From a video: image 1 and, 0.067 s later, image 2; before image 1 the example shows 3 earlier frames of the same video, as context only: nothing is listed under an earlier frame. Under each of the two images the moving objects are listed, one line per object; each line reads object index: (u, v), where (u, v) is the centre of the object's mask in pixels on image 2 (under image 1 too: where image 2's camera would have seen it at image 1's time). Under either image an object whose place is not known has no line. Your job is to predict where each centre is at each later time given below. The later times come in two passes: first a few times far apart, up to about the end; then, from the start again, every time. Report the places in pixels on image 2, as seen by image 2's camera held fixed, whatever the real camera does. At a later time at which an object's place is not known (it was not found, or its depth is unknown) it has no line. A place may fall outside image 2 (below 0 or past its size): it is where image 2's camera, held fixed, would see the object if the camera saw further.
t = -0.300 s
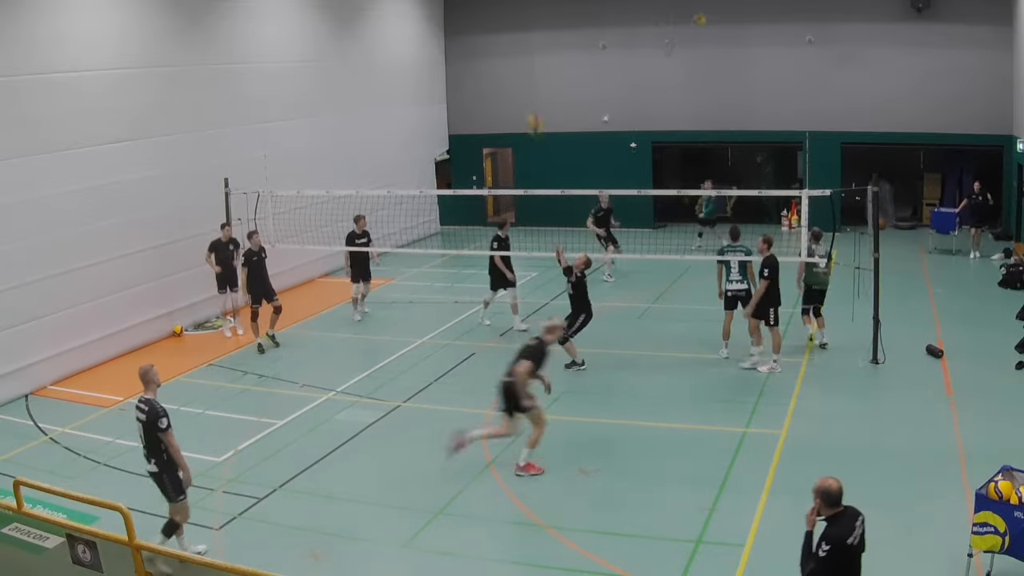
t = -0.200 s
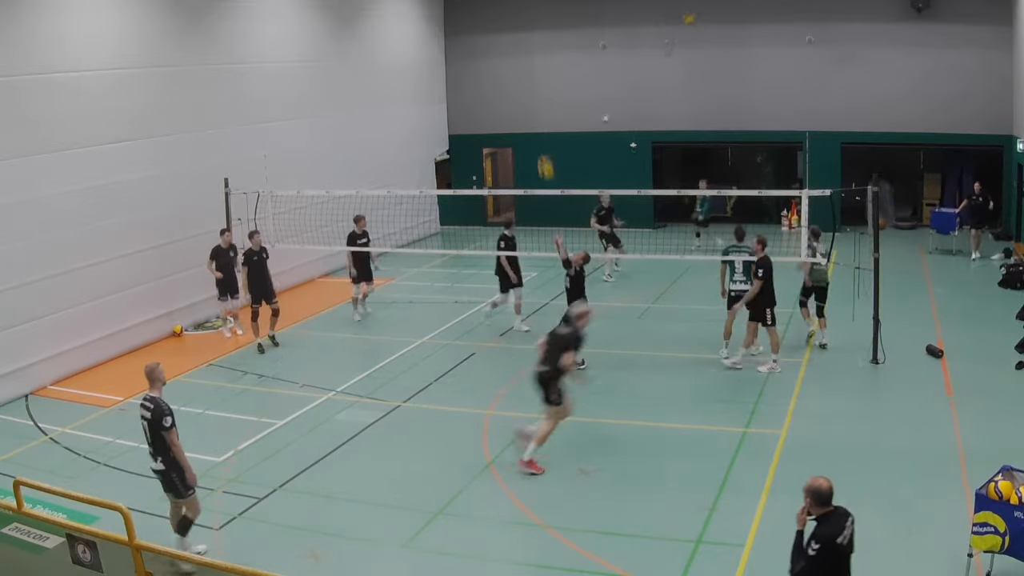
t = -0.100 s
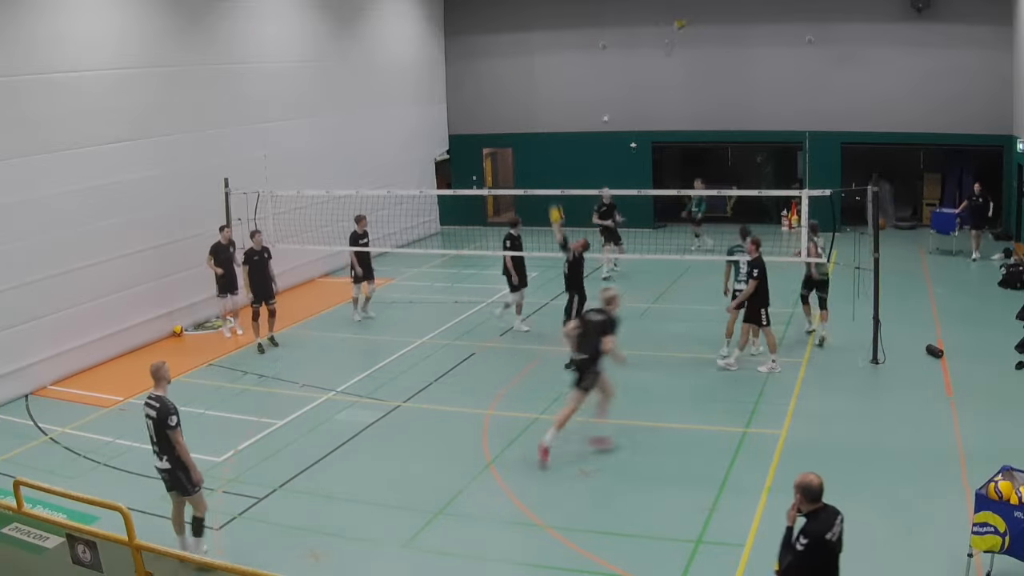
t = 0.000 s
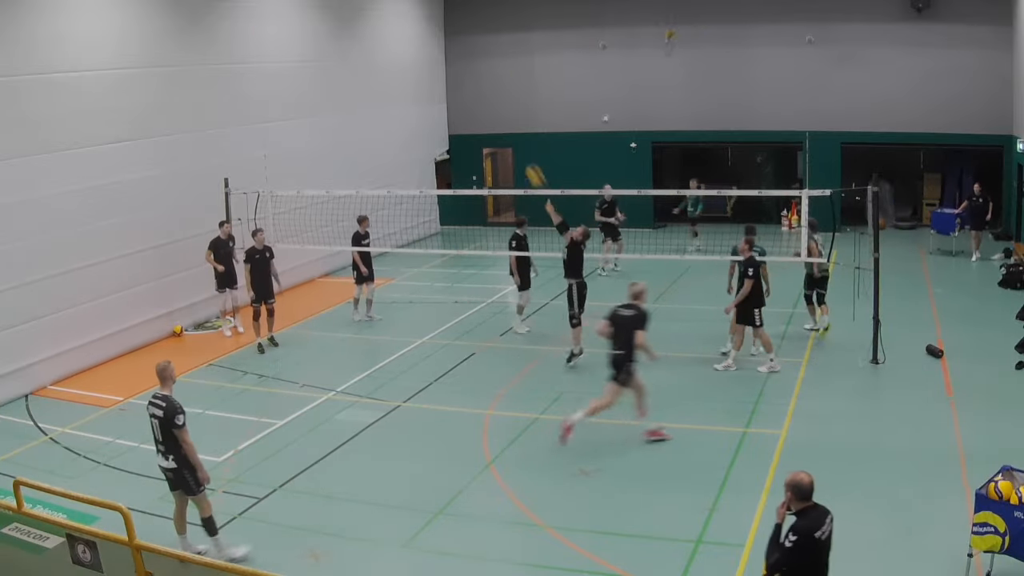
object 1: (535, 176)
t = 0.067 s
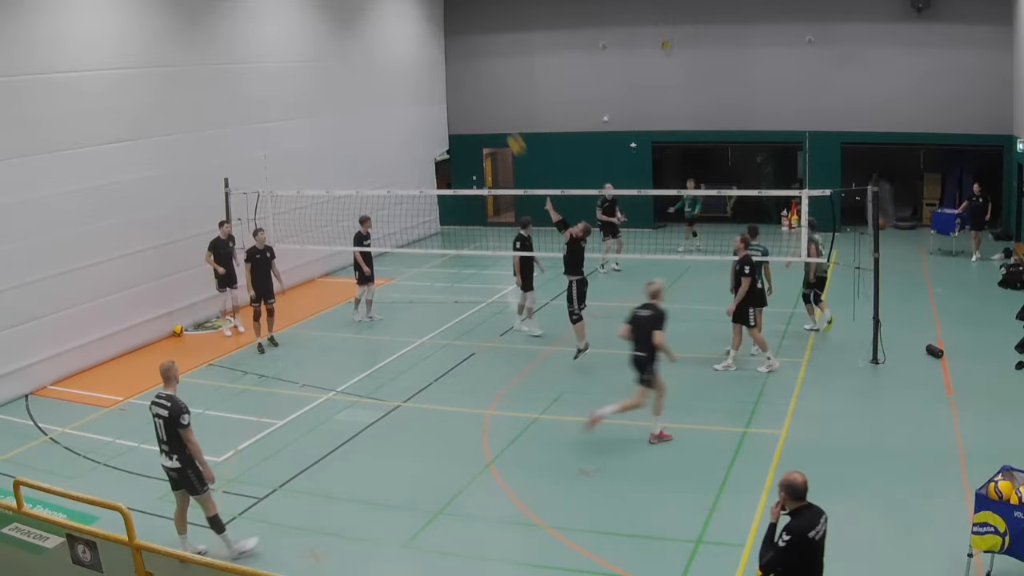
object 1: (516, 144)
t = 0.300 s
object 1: (454, 63)
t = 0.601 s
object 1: (386, 27)
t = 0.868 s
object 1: (330, 43)
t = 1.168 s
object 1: (281, 114)
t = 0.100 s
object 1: (508, 133)
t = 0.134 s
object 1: (497, 116)
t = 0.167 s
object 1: (489, 105)
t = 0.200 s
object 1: (481, 94)
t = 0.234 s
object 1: (472, 83)
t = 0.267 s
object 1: (463, 72)
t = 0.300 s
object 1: (454, 63)
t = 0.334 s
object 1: (447, 56)
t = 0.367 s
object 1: (439, 49)
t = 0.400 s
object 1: (430, 44)
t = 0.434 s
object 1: (422, 39)
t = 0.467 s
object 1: (415, 35)
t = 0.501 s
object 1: (407, 32)
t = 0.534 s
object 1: (400, 29)
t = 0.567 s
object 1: (393, 28)
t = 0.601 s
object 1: (386, 27)
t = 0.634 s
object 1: (378, 26)
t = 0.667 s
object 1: (371, 26)
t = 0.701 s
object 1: (364, 27)
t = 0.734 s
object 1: (357, 29)
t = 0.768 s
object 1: (350, 32)
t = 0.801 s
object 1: (343, 35)
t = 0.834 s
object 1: (337, 38)
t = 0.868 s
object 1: (330, 43)
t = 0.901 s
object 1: (324, 48)
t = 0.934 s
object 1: (318, 55)
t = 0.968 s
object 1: (313, 61)
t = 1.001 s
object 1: (306, 68)
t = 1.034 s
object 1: (301, 75)
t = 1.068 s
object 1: (296, 84)
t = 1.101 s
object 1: (290, 93)
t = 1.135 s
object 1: (286, 104)
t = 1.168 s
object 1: (281, 114)
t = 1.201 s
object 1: (276, 123)
